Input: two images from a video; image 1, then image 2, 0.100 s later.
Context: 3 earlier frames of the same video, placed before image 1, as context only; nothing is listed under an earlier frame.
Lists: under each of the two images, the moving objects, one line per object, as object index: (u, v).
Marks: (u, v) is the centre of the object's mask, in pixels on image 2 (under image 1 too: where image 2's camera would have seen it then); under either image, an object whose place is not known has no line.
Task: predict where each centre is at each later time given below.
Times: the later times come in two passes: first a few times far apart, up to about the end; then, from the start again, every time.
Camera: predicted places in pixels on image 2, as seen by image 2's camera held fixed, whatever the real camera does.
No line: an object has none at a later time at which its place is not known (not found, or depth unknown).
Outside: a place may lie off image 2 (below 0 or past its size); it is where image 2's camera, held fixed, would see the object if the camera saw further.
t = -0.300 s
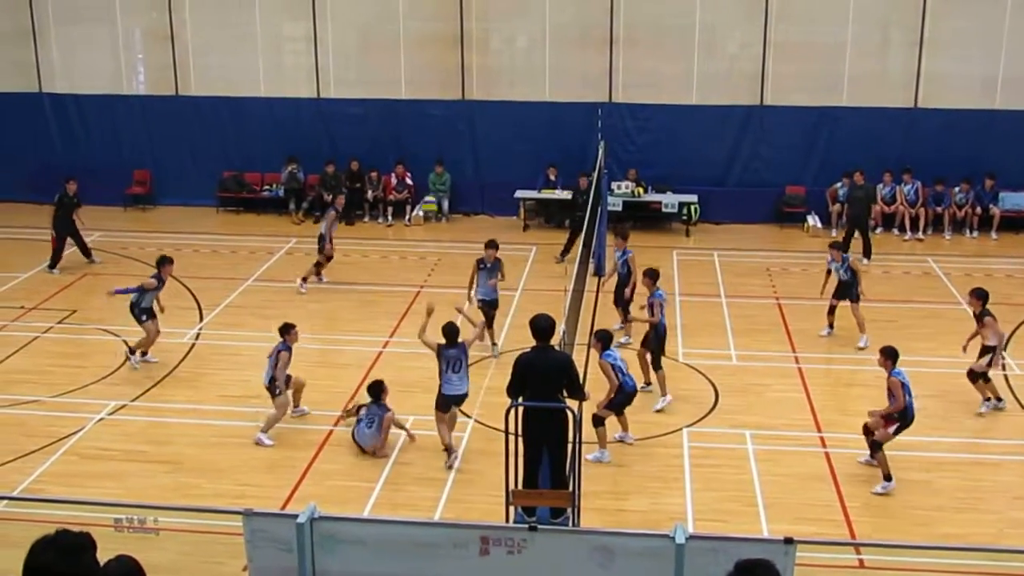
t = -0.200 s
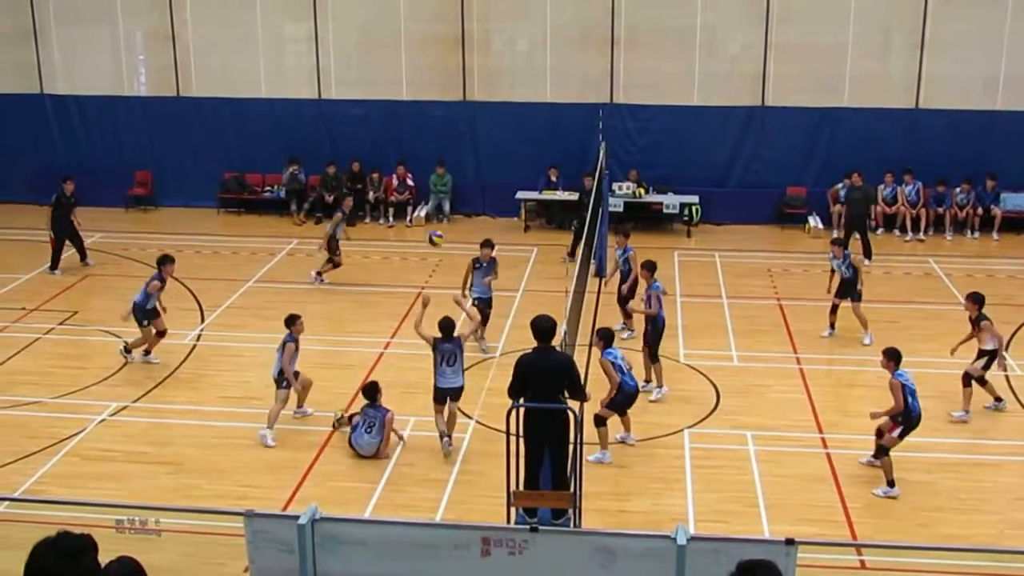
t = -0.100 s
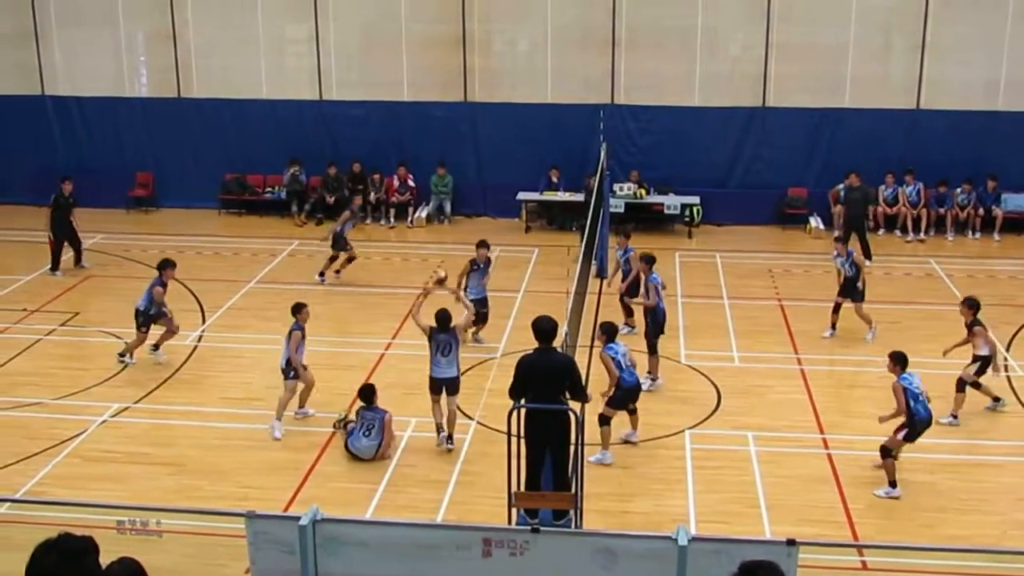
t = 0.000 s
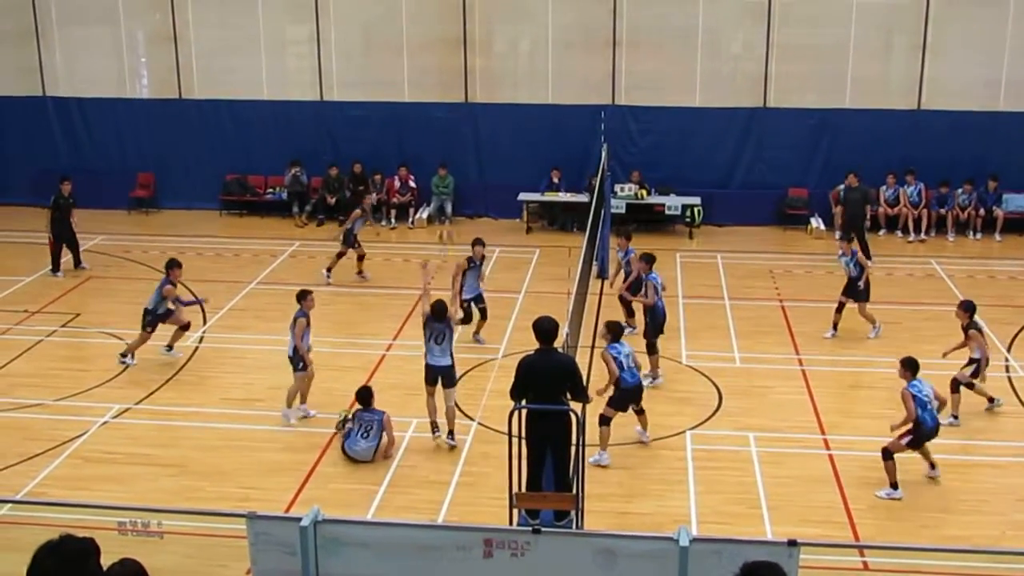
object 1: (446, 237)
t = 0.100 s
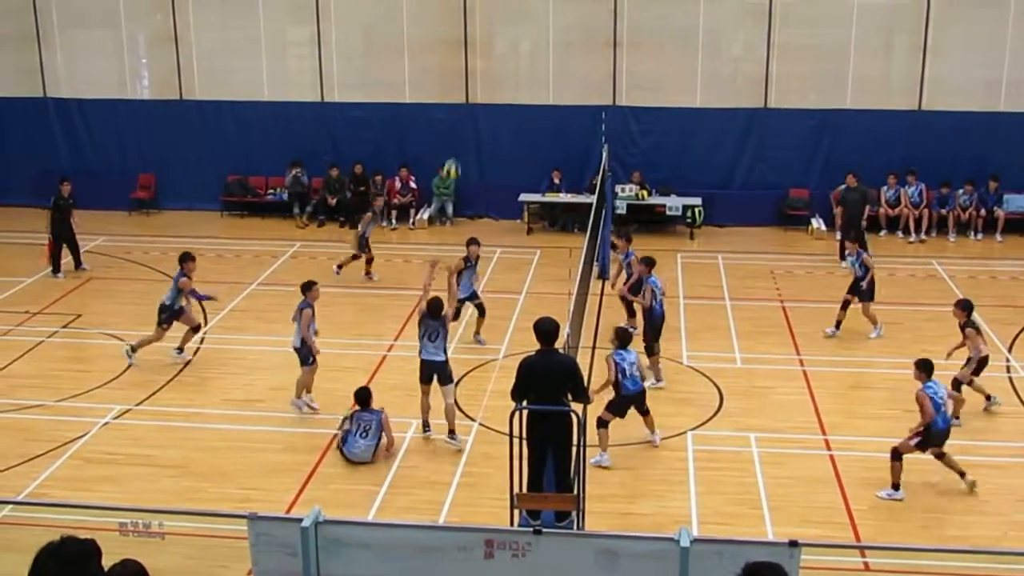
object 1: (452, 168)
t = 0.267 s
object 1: (464, 88)
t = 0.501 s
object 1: (479, 23)
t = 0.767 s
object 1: (492, 6)
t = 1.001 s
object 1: (502, 31)
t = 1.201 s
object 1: (508, 77)
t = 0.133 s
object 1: (453, 151)
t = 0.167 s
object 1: (455, 134)
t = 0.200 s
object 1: (458, 117)
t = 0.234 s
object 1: (460, 103)
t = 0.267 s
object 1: (464, 88)
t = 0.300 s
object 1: (466, 75)
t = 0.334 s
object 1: (468, 64)
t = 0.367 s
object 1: (469, 54)
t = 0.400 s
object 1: (473, 44)
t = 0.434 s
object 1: (475, 36)
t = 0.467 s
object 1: (477, 29)
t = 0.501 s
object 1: (479, 23)
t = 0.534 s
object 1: (480, 17)
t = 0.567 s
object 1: (483, 14)
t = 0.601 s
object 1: (484, 10)
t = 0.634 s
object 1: (485, 7)
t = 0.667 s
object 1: (487, 6)
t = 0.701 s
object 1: (489, 5)
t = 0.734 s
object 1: (491, 5)
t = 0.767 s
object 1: (492, 6)
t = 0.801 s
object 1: (494, 7)
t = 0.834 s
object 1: (495, 9)
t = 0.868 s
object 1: (497, 12)
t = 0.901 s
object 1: (498, 17)
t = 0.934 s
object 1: (500, 20)
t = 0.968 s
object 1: (501, 26)
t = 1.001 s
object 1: (502, 31)
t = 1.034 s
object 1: (503, 38)
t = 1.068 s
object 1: (505, 44)
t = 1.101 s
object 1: (505, 51)
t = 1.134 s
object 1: (507, 59)
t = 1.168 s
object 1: (507, 68)
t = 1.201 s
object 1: (508, 77)
